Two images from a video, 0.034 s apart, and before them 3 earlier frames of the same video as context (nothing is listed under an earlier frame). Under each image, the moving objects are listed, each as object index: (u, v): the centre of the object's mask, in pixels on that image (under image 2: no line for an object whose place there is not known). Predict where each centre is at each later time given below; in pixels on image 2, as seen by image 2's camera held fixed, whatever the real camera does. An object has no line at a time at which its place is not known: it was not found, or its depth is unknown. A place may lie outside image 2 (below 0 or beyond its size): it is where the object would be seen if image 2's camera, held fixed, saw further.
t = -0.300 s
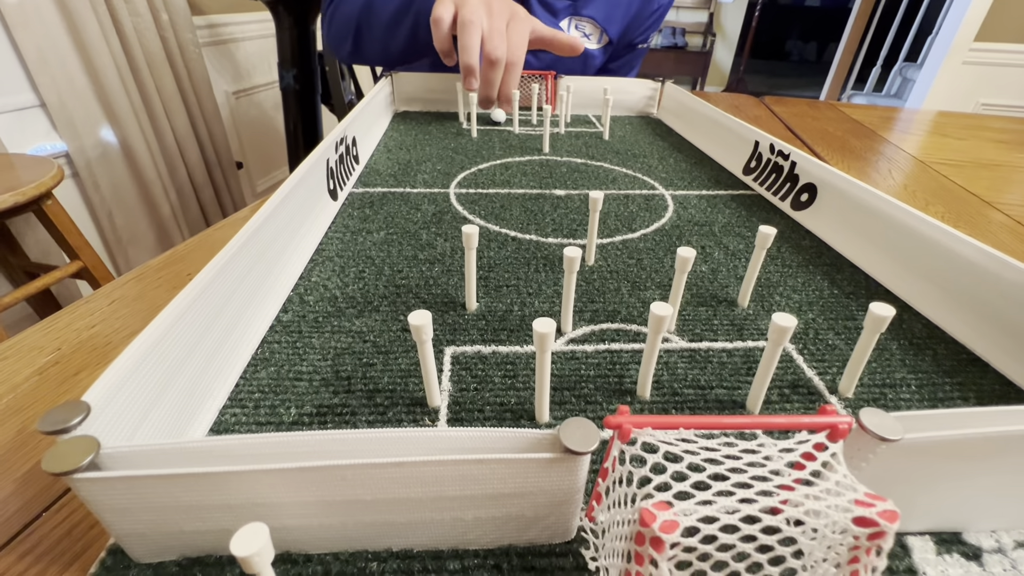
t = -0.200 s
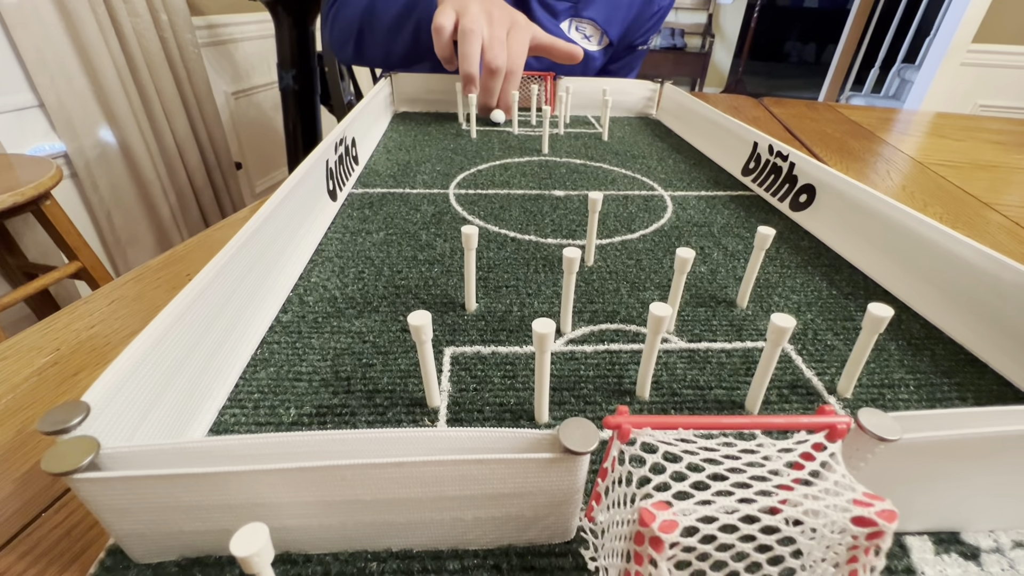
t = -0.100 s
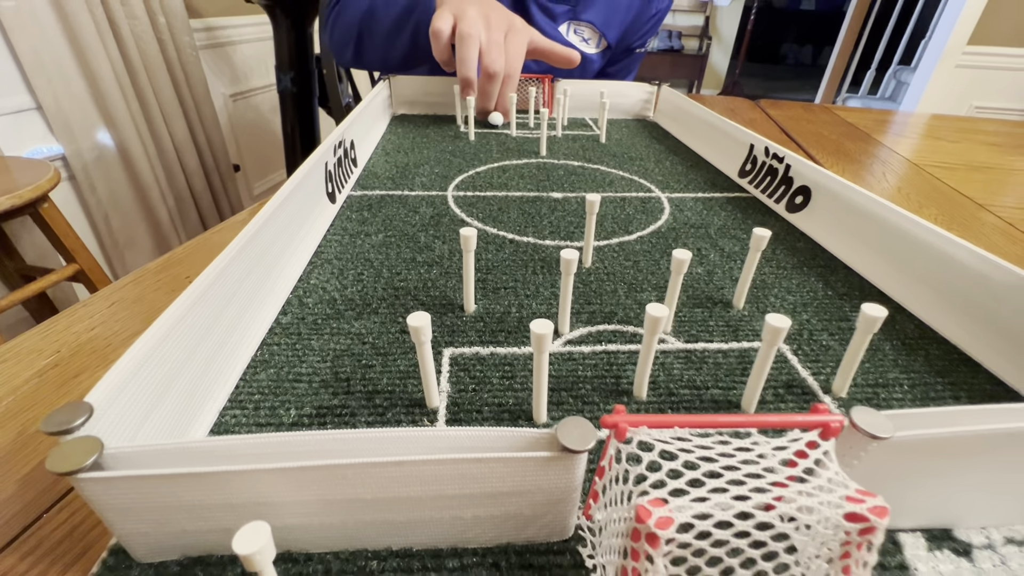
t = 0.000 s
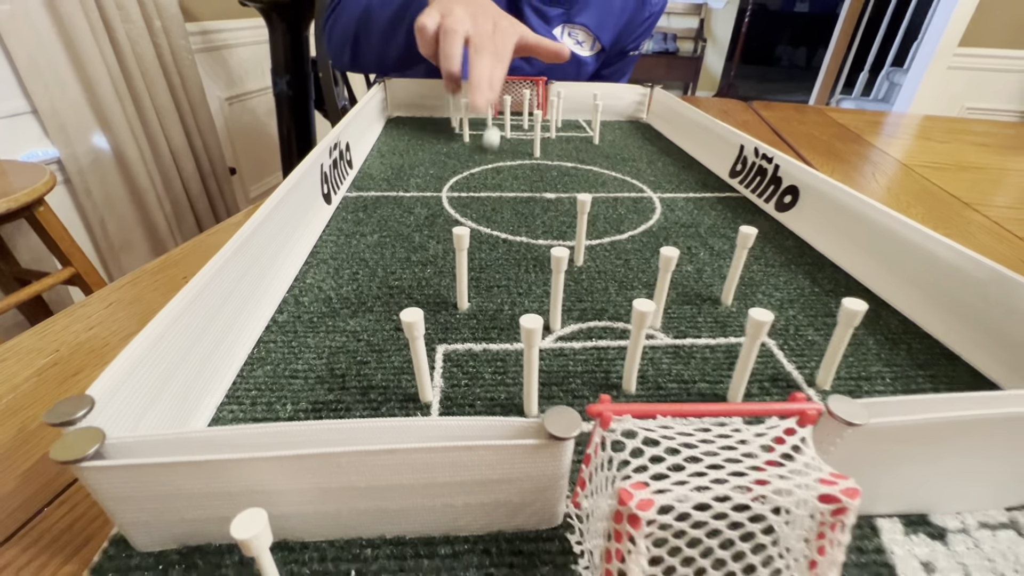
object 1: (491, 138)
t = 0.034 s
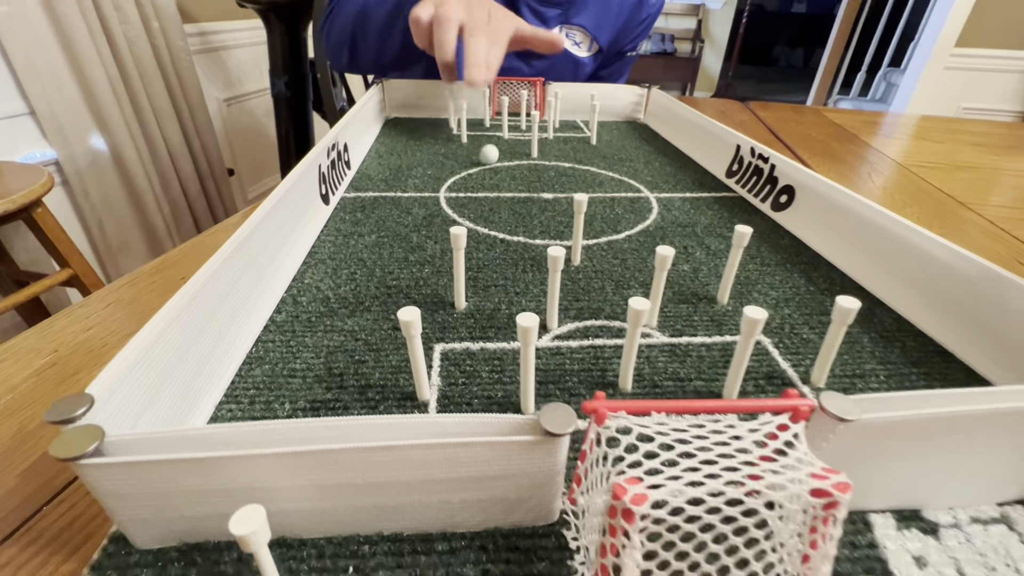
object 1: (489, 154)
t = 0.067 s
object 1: (488, 170)
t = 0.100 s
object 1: (489, 185)
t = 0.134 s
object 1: (489, 208)
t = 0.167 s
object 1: (492, 221)
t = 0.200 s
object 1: (495, 246)
